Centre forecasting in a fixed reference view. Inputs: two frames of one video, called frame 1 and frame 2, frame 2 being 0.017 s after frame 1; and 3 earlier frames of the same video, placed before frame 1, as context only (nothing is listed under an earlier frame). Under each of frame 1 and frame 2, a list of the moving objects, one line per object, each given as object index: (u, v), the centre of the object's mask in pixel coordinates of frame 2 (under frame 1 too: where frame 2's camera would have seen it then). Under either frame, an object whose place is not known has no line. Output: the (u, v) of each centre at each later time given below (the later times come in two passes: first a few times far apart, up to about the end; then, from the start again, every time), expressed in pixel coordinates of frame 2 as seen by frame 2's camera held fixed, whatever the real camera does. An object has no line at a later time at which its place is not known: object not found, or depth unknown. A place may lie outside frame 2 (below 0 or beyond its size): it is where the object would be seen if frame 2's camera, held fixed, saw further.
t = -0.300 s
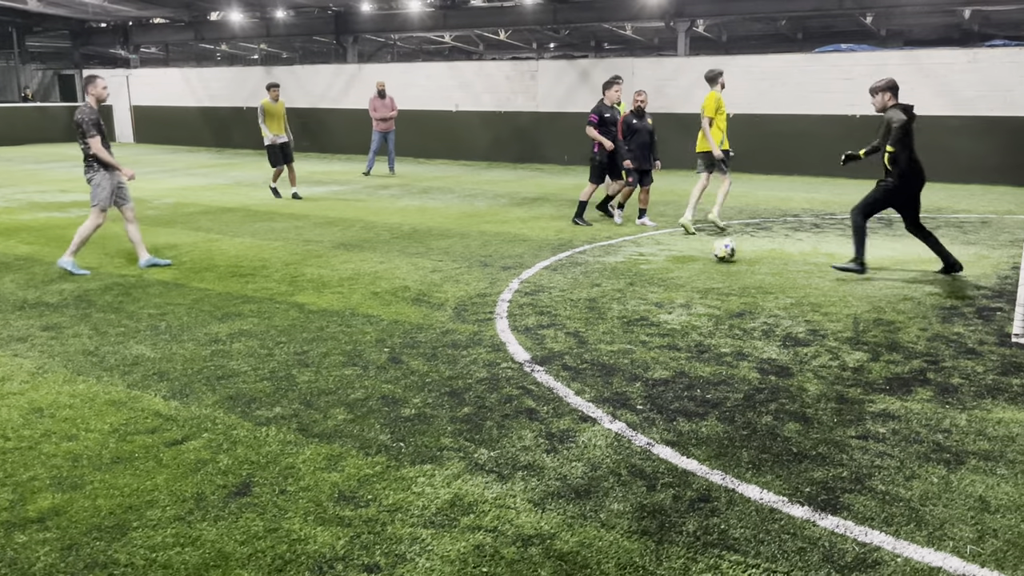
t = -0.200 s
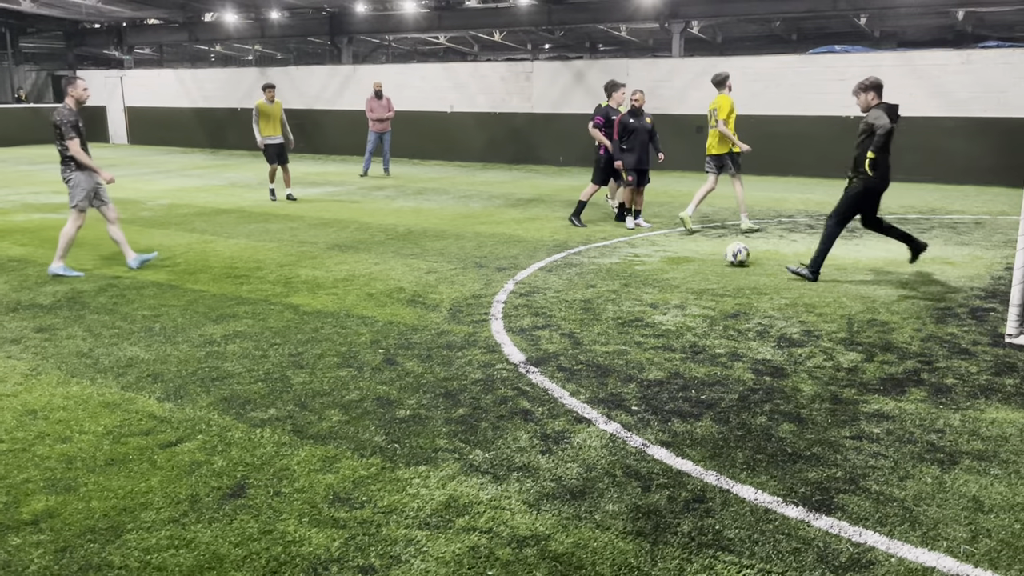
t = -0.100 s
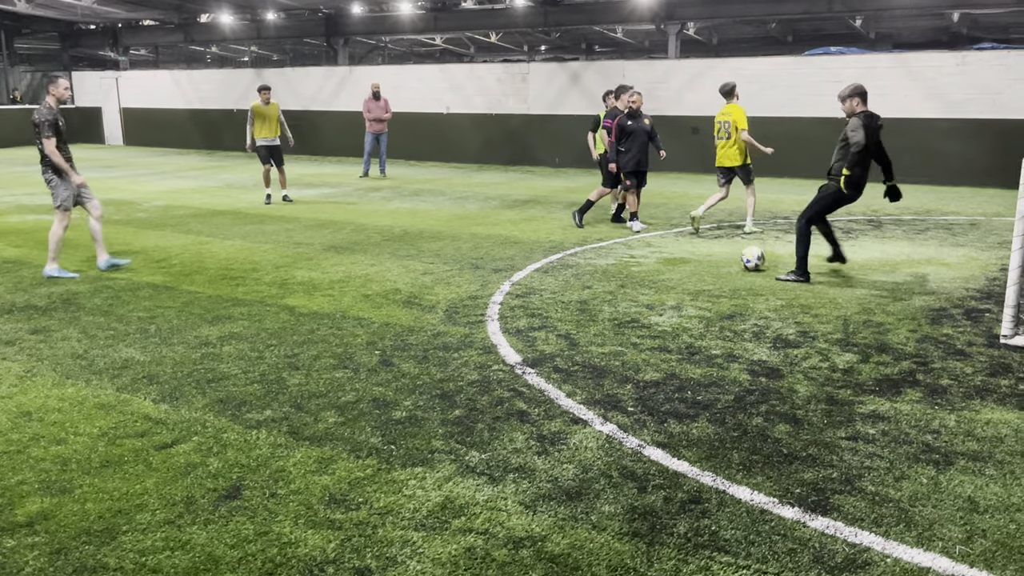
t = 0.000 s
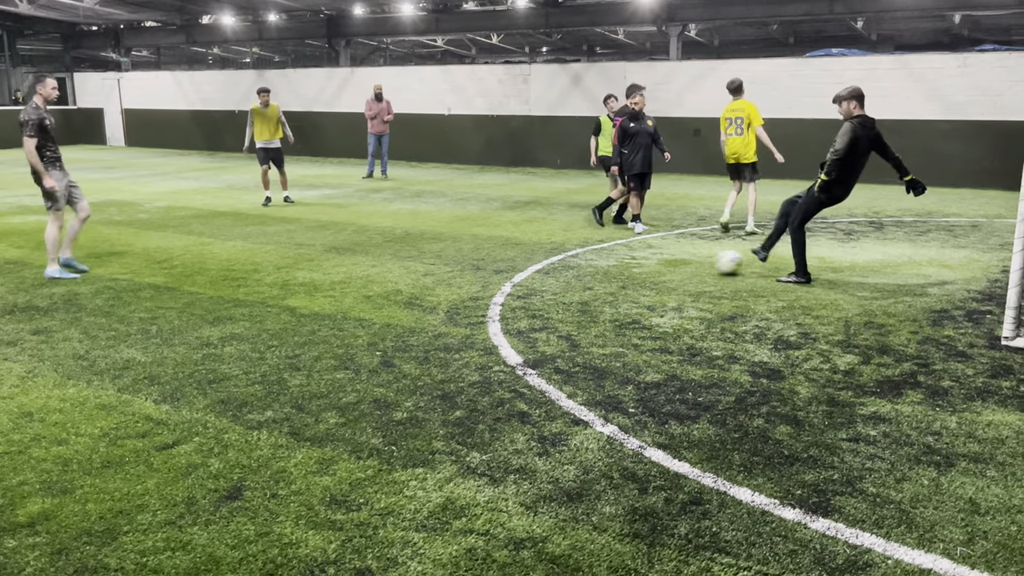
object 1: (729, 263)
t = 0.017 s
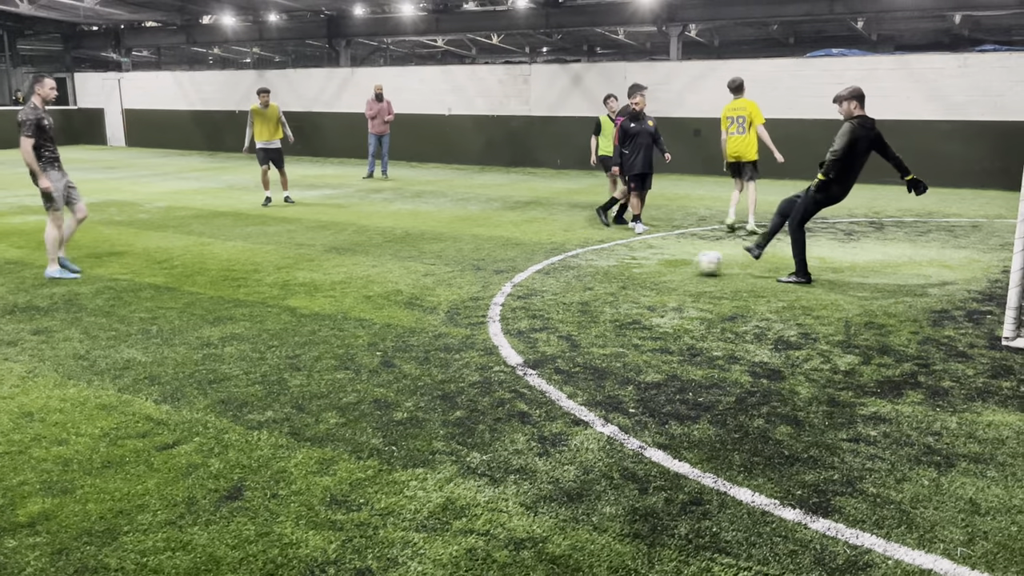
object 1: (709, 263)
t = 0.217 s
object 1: (510, 266)
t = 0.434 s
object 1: (327, 272)
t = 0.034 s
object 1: (694, 263)
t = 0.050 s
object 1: (676, 263)
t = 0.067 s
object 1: (655, 263)
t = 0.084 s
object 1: (639, 265)
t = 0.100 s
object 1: (623, 266)
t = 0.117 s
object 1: (603, 266)
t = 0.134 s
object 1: (589, 266)
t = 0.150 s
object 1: (573, 265)
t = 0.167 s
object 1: (556, 264)
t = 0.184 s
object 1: (542, 264)
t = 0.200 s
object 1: (527, 265)
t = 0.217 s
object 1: (510, 266)
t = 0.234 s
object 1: (496, 267)
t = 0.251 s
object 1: (482, 268)
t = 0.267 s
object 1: (464, 269)
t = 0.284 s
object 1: (450, 268)
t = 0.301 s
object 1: (437, 269)
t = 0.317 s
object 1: (420, 268)
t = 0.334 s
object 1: (409, 268)
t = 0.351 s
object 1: (395, 269)
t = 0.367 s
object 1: (380, 270)
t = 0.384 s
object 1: (368, 271)
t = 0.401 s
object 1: (355, 271)
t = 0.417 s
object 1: (339, 272)
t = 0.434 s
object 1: (327, 272)
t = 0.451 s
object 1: (314, 272)
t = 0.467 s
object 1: (299, 273)
